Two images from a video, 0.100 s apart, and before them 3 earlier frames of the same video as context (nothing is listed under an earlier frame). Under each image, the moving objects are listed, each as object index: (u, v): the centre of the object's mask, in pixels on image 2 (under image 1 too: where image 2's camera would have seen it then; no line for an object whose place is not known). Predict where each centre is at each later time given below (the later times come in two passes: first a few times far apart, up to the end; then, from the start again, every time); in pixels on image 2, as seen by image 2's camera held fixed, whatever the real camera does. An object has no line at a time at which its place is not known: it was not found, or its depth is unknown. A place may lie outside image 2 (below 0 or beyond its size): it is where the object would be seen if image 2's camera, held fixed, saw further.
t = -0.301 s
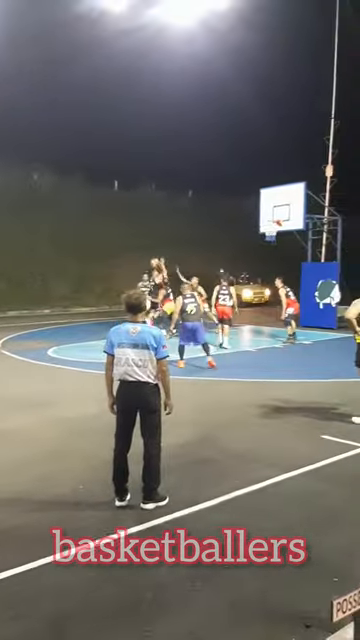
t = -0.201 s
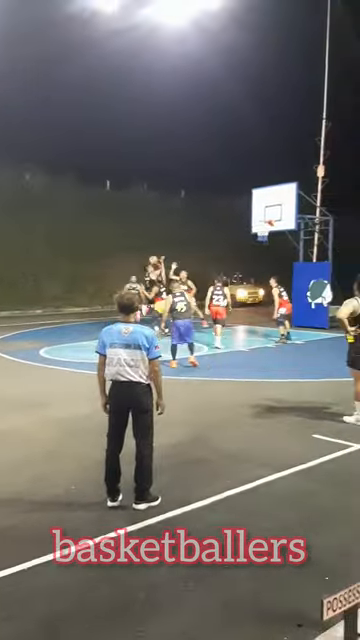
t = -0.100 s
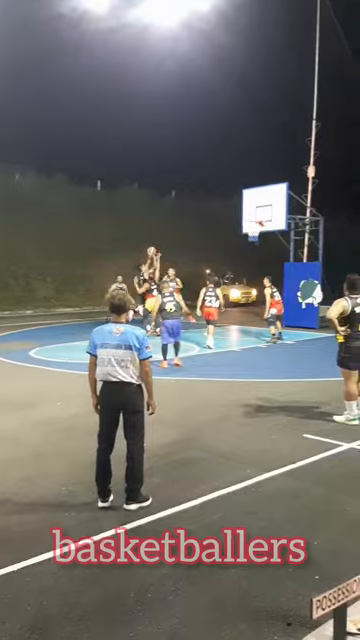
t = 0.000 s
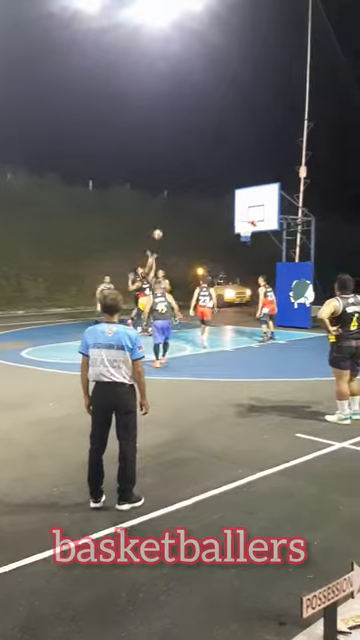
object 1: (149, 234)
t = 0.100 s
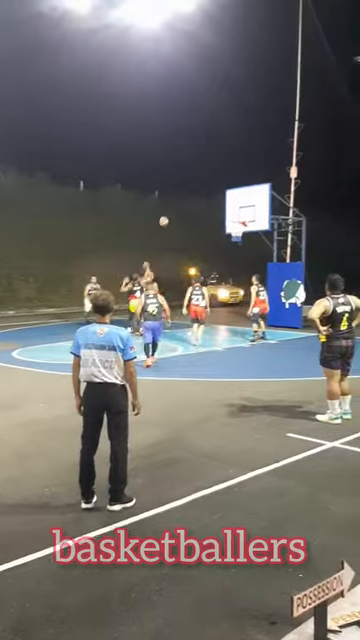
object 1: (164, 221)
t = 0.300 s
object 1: (193, 206)
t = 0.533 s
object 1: (224, 208)
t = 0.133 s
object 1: (169, 217)
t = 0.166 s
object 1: (173, 214)
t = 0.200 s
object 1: (178, 212)
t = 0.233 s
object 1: (183, 209)
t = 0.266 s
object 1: (188, 208)
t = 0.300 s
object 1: (193, 206)
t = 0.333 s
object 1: (197, 205)
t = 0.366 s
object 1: (202, 205)
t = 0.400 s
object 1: (207, 205)
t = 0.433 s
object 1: (212, 205)
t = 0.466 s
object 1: (216, 206)
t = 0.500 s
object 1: (221, 206)
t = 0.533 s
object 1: (224, 208)
